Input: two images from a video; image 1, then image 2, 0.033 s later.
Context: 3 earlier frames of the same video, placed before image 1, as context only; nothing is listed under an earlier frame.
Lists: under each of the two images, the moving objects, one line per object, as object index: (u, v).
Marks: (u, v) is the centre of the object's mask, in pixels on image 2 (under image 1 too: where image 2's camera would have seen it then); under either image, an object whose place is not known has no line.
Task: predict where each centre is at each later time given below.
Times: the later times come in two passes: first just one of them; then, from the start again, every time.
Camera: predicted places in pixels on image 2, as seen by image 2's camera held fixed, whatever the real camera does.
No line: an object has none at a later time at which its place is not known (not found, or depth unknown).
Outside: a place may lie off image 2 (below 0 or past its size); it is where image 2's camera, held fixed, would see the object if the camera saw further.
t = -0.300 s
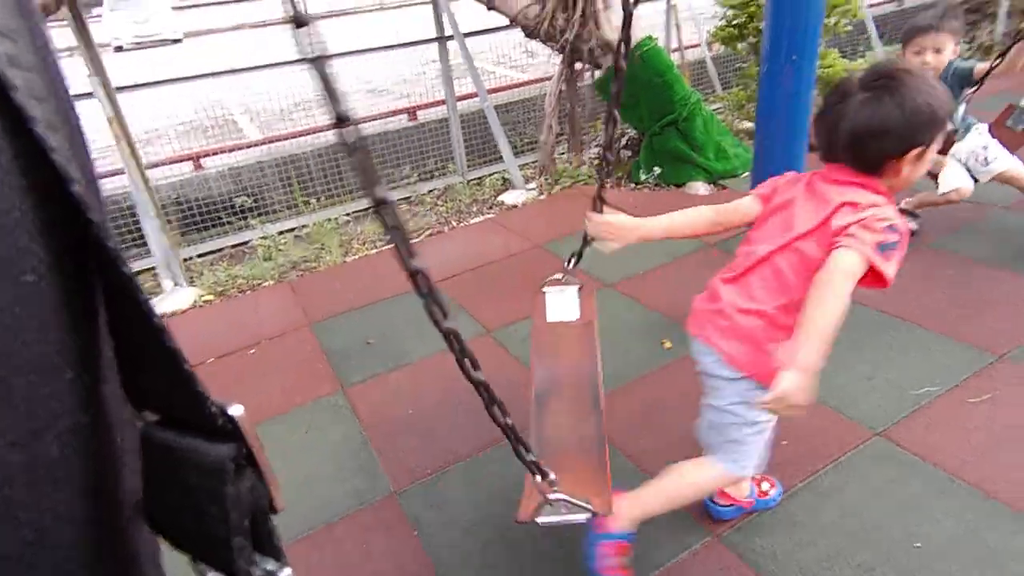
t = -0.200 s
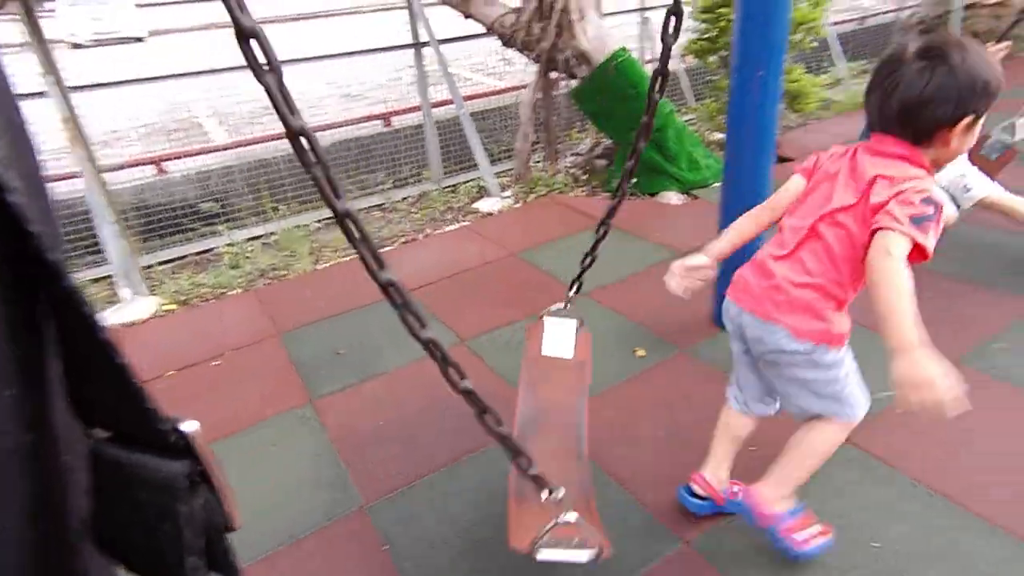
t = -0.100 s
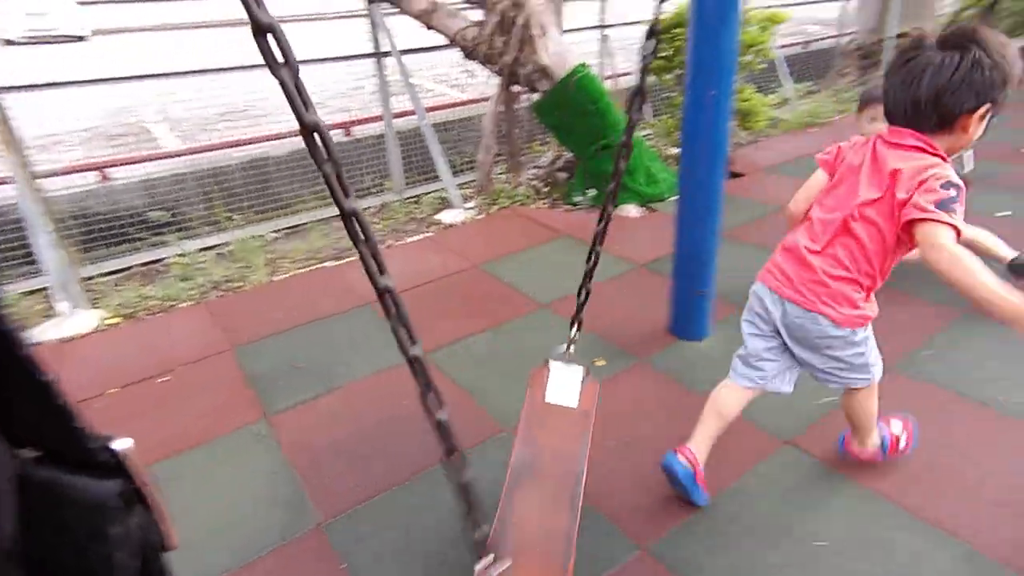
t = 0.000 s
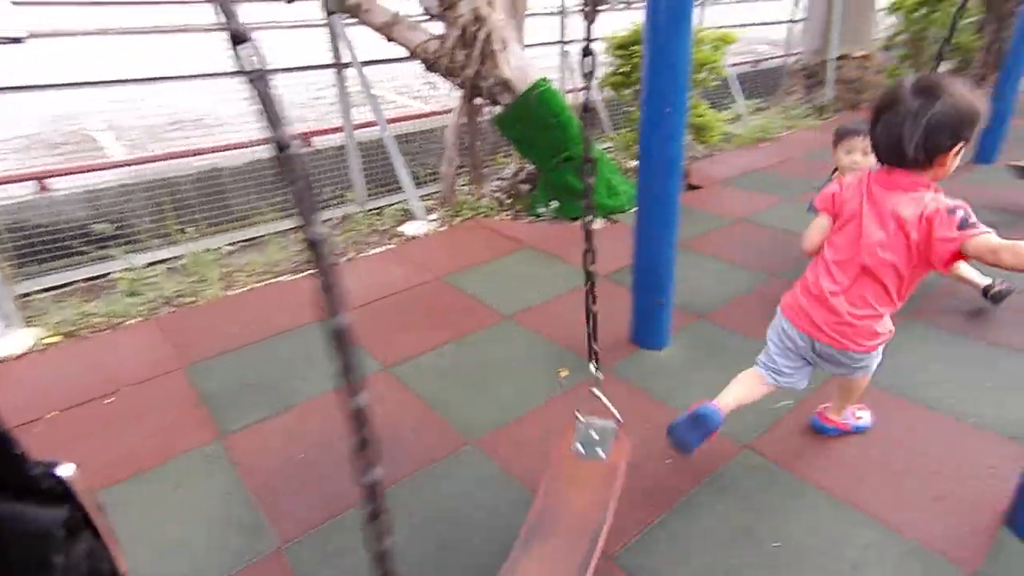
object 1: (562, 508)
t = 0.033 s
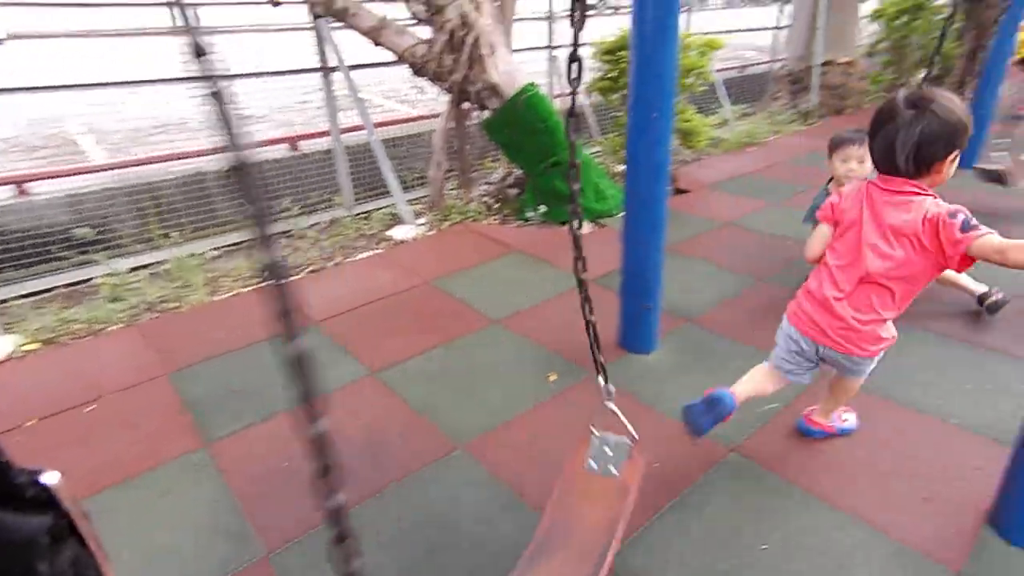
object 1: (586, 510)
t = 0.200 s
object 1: (705, 536)
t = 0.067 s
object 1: (613, 514)
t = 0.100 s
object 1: (637, 517)
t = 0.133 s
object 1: (663, 523)
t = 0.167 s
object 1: (686, 530)
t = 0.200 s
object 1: (705, 536)
